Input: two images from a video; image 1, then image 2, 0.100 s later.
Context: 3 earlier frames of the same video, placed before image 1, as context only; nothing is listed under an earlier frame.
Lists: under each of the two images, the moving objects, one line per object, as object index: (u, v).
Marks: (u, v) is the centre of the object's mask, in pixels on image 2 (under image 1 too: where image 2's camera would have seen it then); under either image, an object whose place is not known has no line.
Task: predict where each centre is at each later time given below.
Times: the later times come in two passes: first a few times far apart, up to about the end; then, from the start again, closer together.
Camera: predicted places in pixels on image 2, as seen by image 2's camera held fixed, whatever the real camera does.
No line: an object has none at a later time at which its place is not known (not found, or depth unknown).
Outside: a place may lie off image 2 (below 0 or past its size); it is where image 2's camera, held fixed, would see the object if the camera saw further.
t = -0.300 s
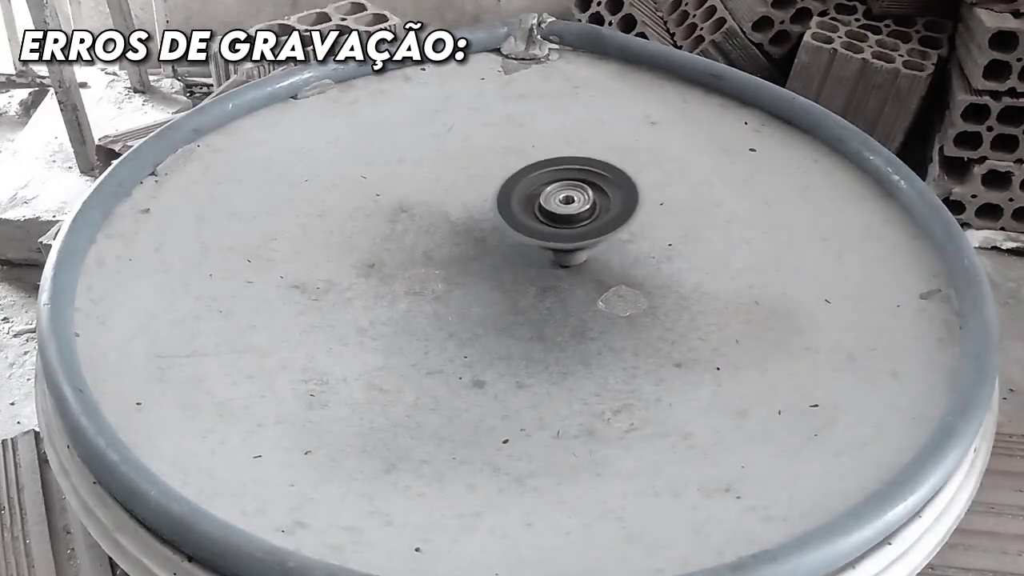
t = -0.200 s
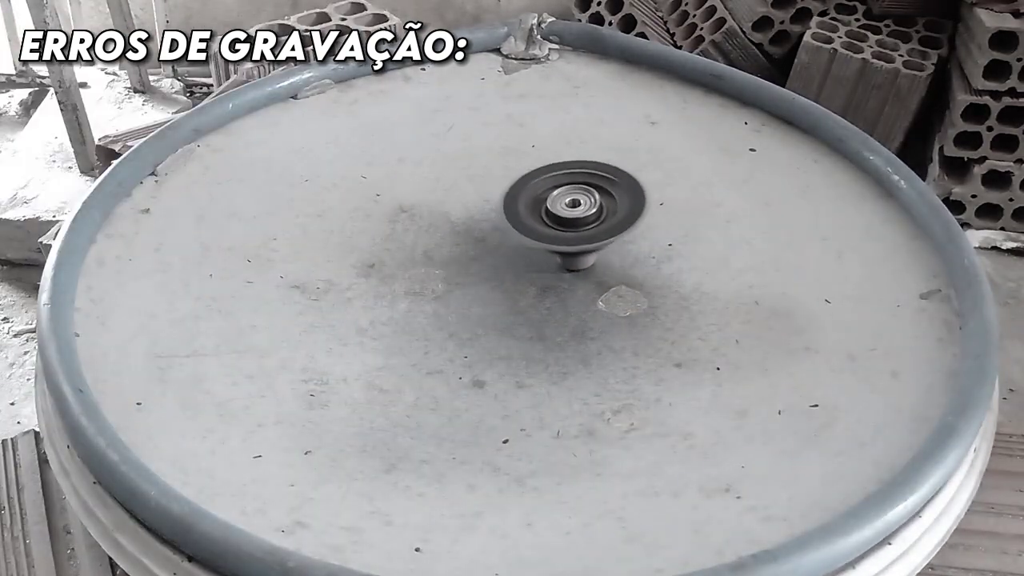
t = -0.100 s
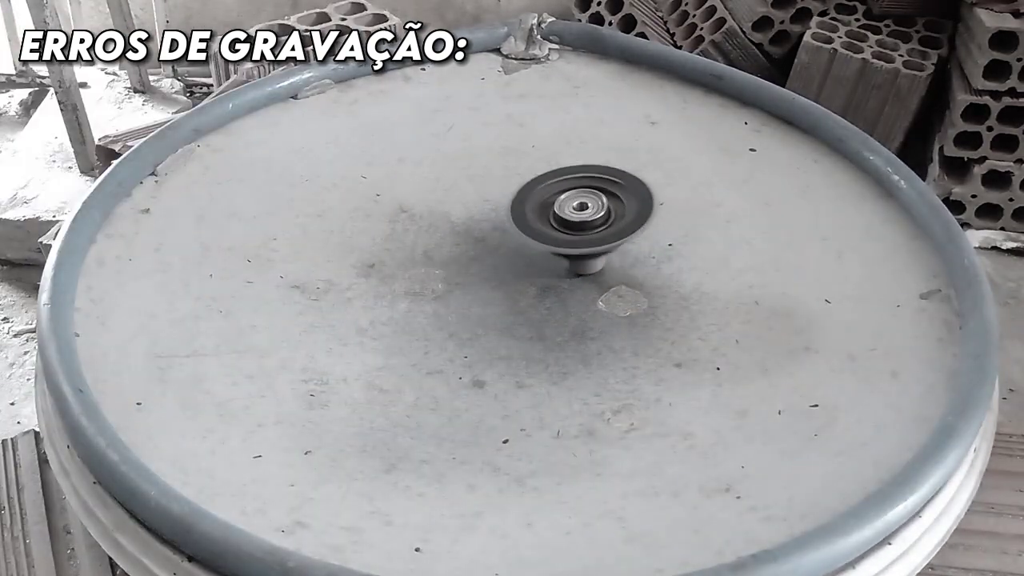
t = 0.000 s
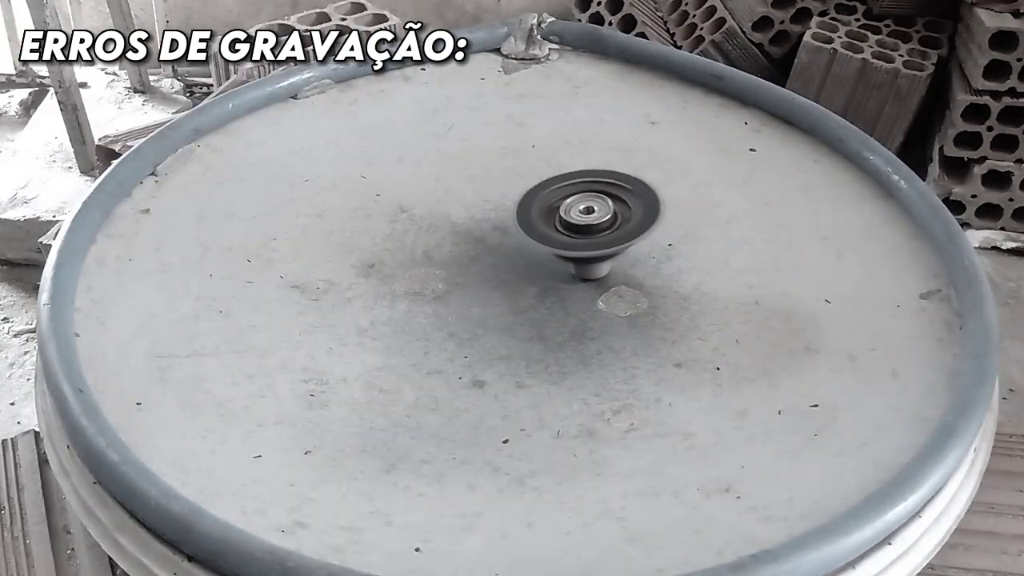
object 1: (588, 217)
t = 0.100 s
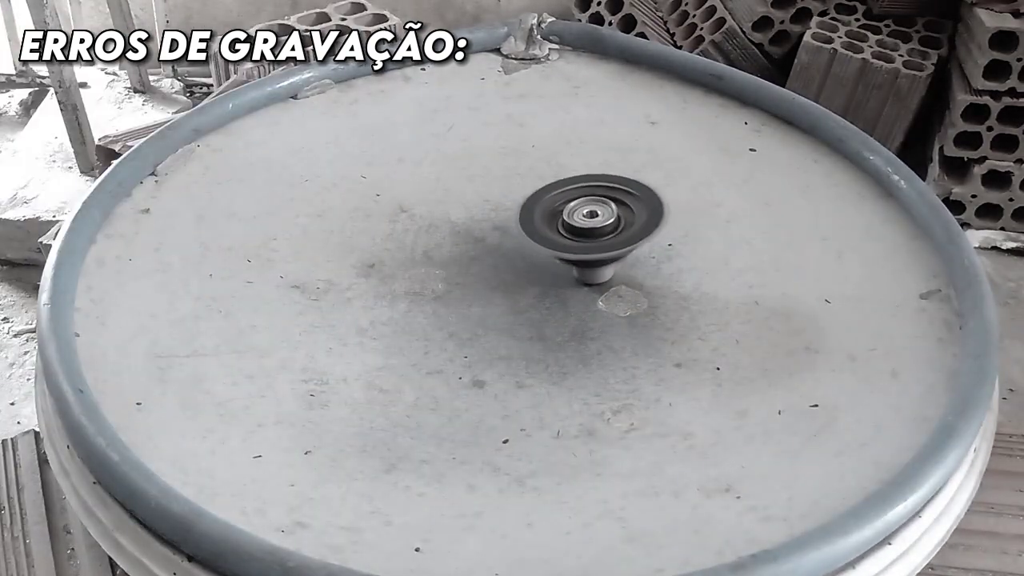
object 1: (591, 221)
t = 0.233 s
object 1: (592, 227)
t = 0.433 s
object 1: (585, 235)
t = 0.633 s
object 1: (578, 243)
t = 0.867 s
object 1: (555, 247)
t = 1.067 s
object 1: (542, 248)
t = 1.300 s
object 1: (527, 245)
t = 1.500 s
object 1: (521, 241)
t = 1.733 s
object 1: (524, 230)
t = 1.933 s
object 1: (531, 223)
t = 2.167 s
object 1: (543, 215)
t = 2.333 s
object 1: (554, 211)
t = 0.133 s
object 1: (592, 223)
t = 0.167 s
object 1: (592, 224)
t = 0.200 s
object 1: (592, 226)
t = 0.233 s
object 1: (592, 227)
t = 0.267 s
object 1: (591, 228)
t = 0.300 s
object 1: (591, 230)
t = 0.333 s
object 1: (590, 231)
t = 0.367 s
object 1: (588, 232)
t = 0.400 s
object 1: (587, 233)
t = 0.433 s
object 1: (585, 235)
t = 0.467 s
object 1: (584, 236)
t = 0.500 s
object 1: (583, 237)
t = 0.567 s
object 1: (582, 240)
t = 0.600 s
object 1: (580, 241)
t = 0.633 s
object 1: (578, 243)
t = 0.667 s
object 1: (575, 244)
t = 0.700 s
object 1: (572, 245)
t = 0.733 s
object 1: (568, 245)
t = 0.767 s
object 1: (565, 246)
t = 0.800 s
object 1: (562, 246)
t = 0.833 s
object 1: (559, 247)
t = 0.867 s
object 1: (555, 247)
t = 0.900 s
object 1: (553, 248)
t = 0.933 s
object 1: (550, 248)
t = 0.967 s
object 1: (547, 248)
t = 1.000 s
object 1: (546, 248)
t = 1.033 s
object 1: (544, 248)
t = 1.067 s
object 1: (542, 248)
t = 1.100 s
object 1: (540, 248)
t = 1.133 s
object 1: (538, 248)
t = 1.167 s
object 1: (536, 247)
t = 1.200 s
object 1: (533, 247)
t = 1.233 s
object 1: (531, 246)
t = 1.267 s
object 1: (529, 245)
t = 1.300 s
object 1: (527, 245)
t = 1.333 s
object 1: (526, 244)
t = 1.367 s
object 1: (525, 244)
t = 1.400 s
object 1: (523, 243)
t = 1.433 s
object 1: (522, 242)
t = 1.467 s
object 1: (521, 242)
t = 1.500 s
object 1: (521, 241)
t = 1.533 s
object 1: (521, 240)
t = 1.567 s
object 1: (521, 238)
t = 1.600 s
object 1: (521, 237)
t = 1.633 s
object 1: (521, 235)
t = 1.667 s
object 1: (522, 233)
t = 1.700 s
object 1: (523, 232)
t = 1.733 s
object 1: (524, 230)
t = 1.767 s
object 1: (525, 229)
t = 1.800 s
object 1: (526, 227)
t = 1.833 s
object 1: (527, 226)
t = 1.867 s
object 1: (528, 225)
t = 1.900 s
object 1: (530, 224)
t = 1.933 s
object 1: (531, 223)
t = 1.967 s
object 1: (532, 222)
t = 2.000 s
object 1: (534, 220)
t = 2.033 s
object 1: (535, 219)
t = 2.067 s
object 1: (537, 218)
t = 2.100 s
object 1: (539, 217)
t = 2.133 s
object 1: (541, 215)
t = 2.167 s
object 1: (543, 215)
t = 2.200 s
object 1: (545, 214)
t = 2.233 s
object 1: (547, 213)
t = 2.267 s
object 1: (549, 213)
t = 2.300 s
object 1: (551, 212)
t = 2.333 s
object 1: (554, 211)
